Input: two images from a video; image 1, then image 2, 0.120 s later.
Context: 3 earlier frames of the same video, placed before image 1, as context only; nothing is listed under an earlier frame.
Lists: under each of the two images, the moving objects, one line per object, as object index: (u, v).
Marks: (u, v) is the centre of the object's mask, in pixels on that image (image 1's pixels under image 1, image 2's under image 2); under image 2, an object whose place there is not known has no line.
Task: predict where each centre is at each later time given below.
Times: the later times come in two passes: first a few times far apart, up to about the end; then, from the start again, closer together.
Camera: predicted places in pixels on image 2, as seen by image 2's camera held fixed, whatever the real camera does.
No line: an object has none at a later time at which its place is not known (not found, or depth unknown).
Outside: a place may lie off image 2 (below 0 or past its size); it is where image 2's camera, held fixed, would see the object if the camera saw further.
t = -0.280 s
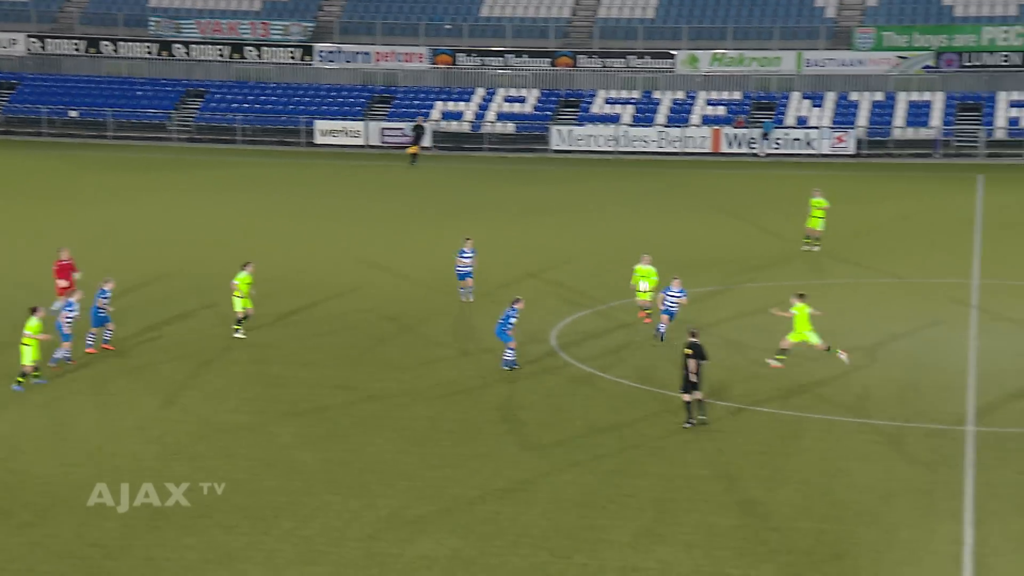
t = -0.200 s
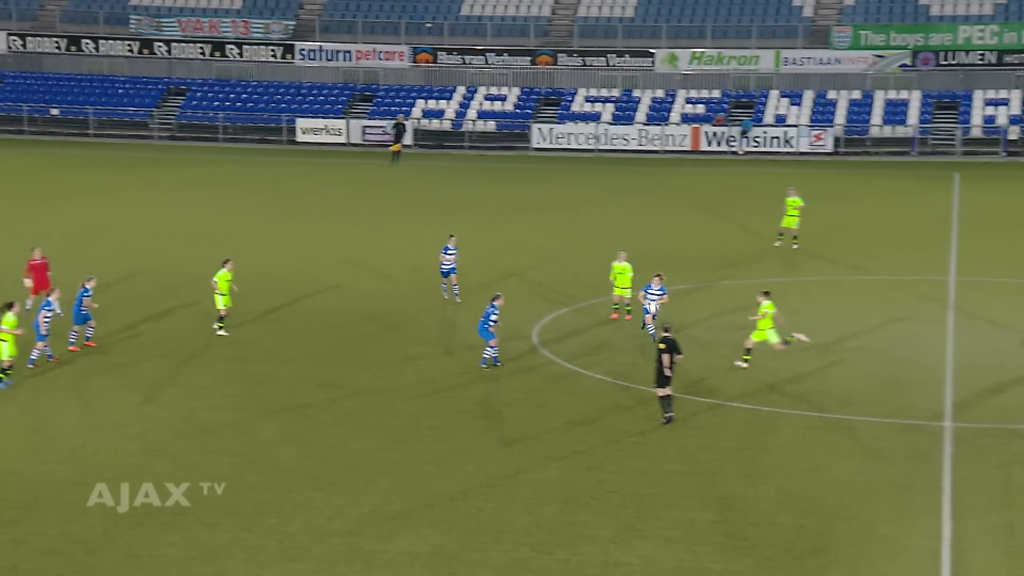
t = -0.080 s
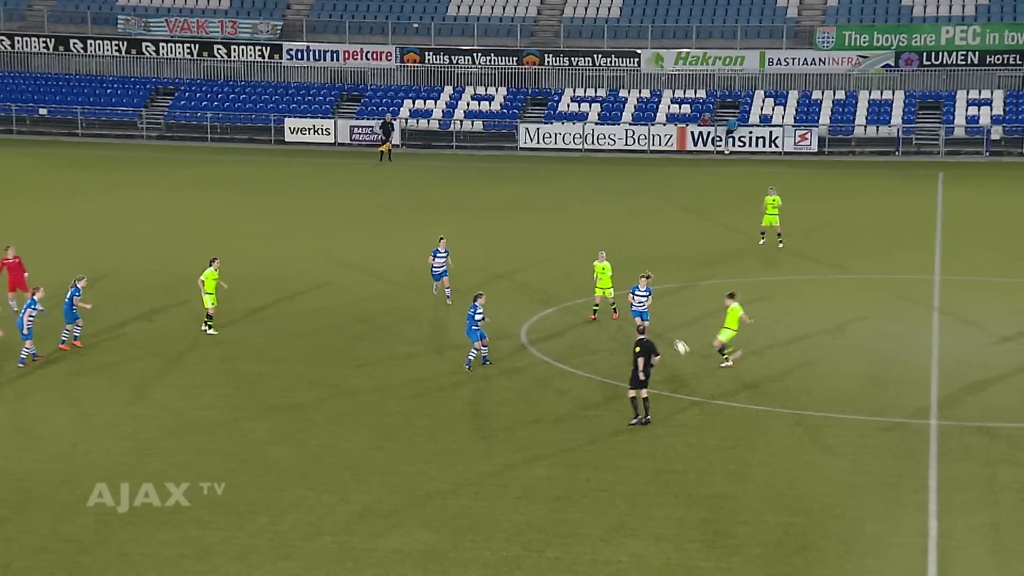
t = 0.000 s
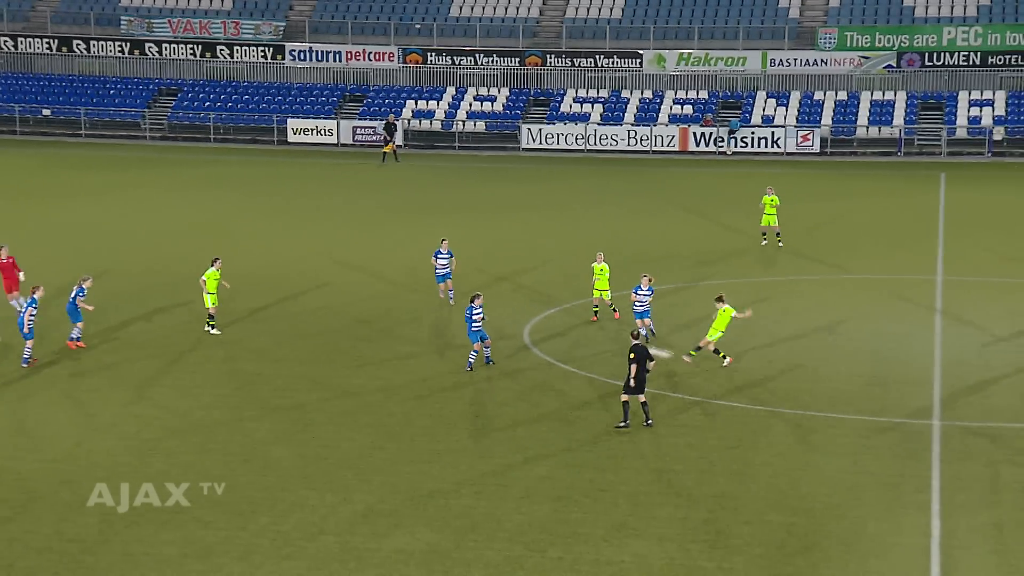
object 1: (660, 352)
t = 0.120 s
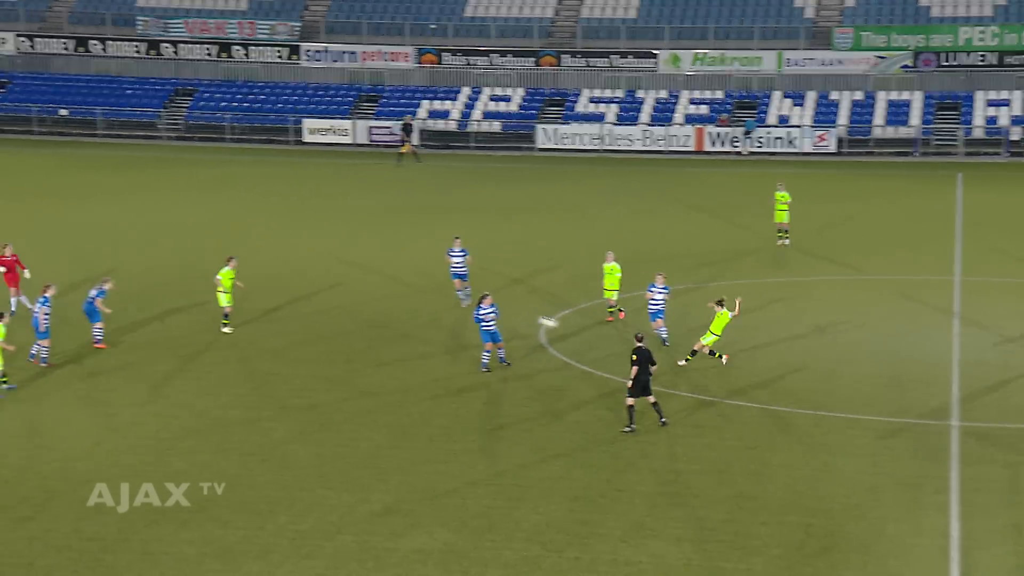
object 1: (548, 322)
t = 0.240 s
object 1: (429, 295)
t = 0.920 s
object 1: (-156, 211)
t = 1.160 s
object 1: (-342, 211)
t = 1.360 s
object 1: (-492, 224)
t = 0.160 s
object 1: (508, 312)
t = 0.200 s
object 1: (464, 303)
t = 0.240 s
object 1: (429, 295)
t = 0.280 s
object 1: (391, 287)
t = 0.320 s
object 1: (353, 279)
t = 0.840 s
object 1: (-92, 215)
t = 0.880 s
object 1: (-124, 213)
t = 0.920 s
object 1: (-156, 211)
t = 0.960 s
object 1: (-187, 210)
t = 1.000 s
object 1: (-219, 209)
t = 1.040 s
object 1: (-250, 209)
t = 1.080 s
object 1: (-281, 209)
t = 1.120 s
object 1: (-311, 210)
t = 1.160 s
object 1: (-342, 211)
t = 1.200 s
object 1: (-373, 213)
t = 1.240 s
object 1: (-403, 215)
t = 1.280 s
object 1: (-432, 217)
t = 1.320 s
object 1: (-462, 220)
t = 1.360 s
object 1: (-492, 224)
